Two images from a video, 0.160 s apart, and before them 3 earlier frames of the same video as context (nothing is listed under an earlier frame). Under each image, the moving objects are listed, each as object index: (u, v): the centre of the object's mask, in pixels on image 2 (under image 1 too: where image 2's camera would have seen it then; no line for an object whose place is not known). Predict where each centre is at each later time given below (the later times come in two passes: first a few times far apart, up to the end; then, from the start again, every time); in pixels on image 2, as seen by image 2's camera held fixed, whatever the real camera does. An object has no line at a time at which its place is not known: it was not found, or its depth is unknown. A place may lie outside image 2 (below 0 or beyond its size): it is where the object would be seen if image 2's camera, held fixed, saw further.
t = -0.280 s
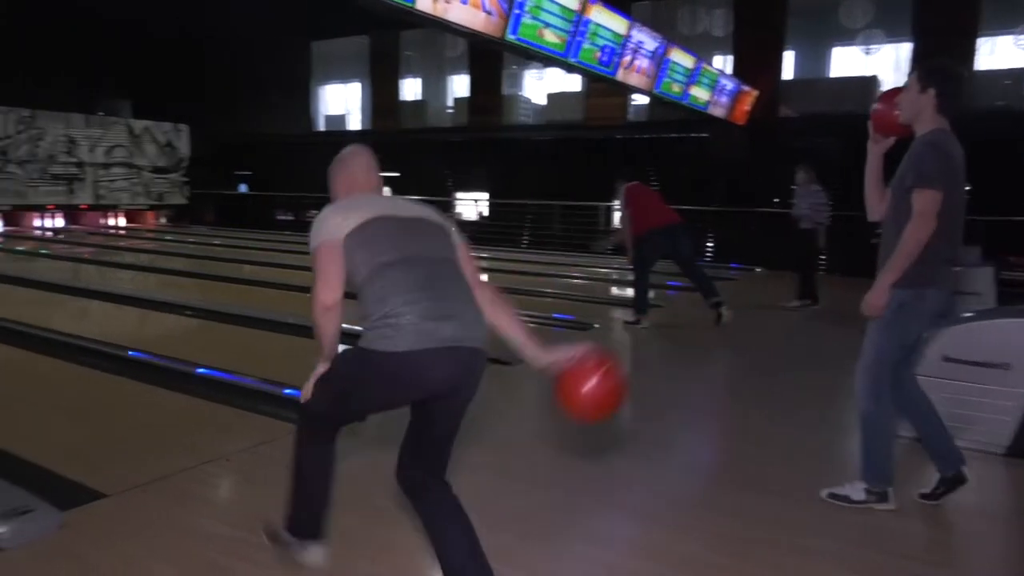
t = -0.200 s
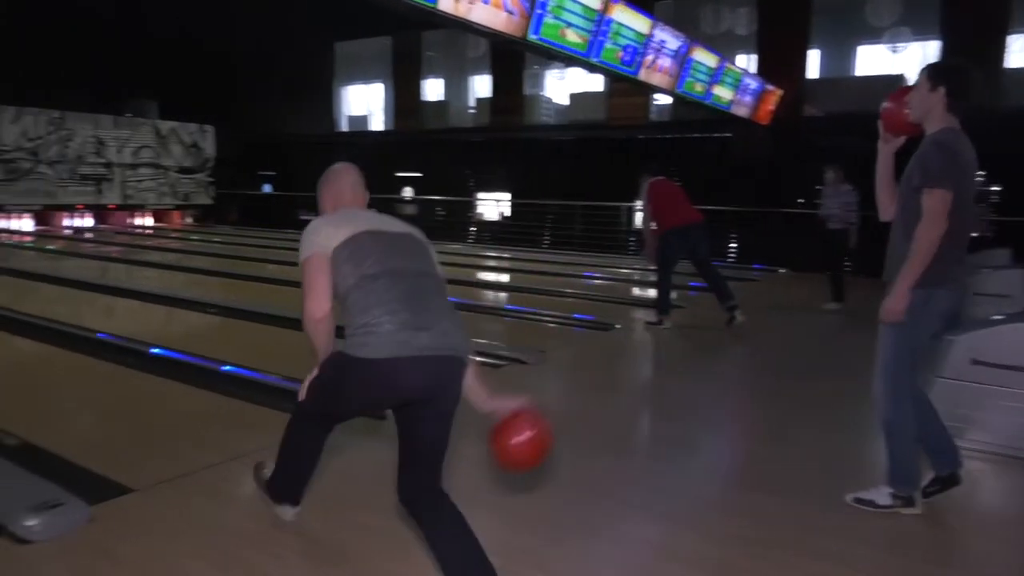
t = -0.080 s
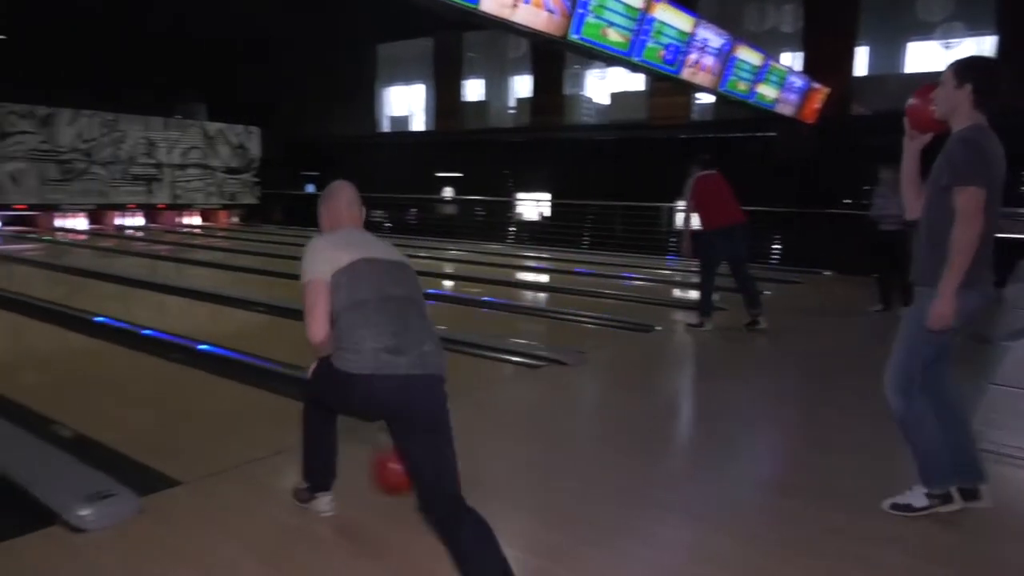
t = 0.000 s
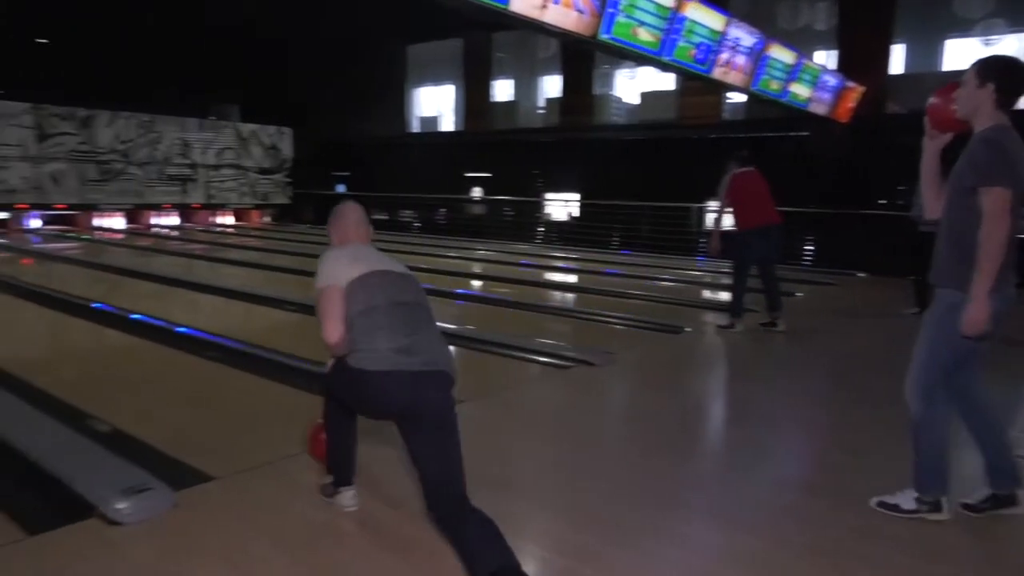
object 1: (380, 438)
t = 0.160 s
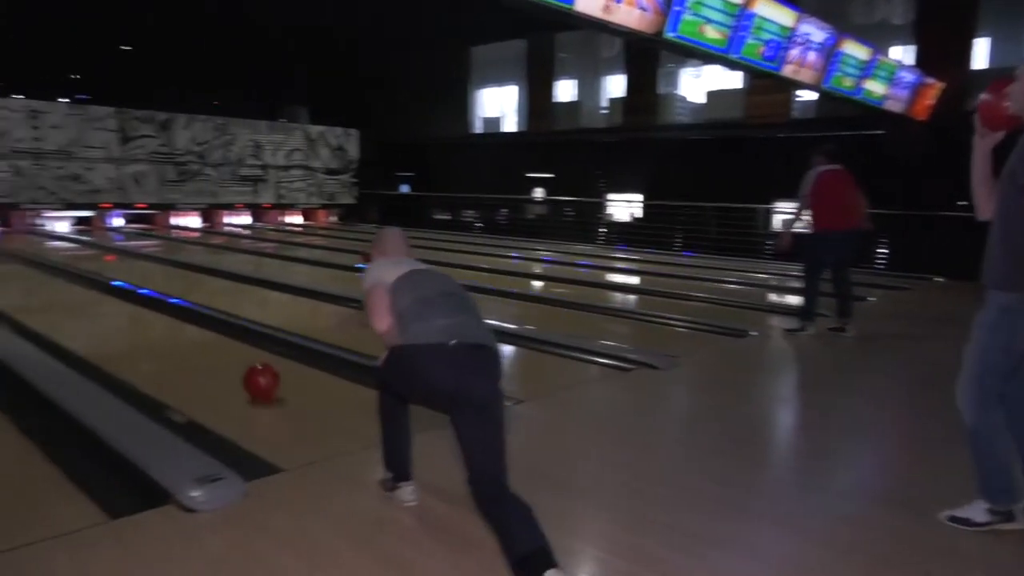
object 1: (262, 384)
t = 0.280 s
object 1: (195, 354)
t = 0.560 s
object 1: (94, 309)
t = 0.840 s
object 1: (33, 283)
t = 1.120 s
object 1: (-7, 265)
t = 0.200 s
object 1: (237, 373)
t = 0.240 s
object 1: (215, 363)
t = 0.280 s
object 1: (195, 354)
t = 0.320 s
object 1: (177, 346)
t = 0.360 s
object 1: (160, 339)
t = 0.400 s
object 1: (145, 332)
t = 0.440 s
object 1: (131, 326)
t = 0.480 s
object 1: (118, 320)
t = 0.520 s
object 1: (106, 315)
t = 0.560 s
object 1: (94, 309)
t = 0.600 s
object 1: (84, 305)
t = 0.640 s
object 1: (74, 301)
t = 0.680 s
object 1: (65, 297)
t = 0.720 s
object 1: (56, 293)
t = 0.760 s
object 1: (48, 289)
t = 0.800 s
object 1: (41, 286)
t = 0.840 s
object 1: (33, 283)
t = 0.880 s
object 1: (27, 280)
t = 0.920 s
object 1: (20, 277)
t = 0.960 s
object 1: (15, 274)
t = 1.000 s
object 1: (9, 272)
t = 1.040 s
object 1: (3, 270)
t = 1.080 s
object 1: (-2, 267)
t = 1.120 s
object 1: (-7, 265)
